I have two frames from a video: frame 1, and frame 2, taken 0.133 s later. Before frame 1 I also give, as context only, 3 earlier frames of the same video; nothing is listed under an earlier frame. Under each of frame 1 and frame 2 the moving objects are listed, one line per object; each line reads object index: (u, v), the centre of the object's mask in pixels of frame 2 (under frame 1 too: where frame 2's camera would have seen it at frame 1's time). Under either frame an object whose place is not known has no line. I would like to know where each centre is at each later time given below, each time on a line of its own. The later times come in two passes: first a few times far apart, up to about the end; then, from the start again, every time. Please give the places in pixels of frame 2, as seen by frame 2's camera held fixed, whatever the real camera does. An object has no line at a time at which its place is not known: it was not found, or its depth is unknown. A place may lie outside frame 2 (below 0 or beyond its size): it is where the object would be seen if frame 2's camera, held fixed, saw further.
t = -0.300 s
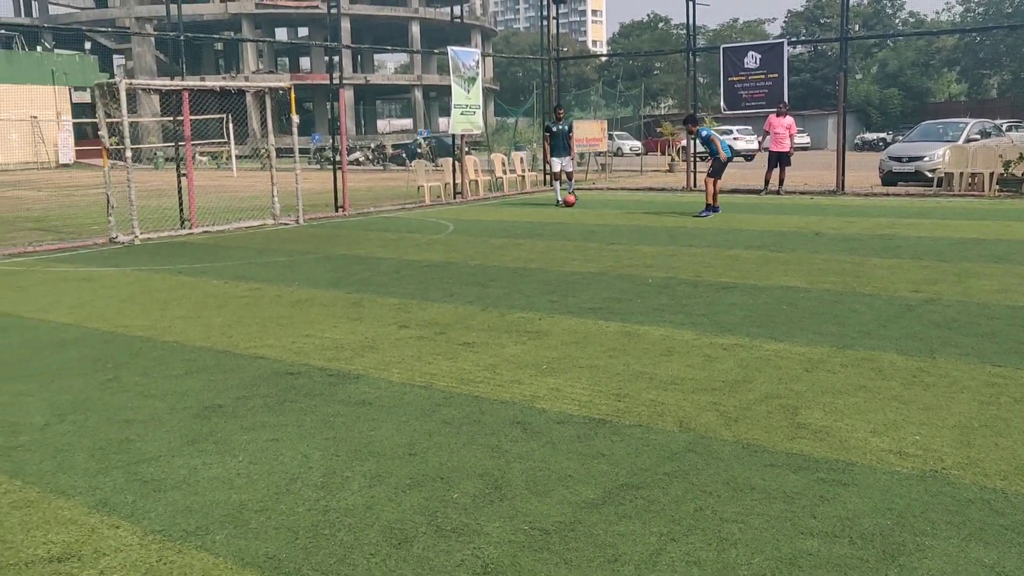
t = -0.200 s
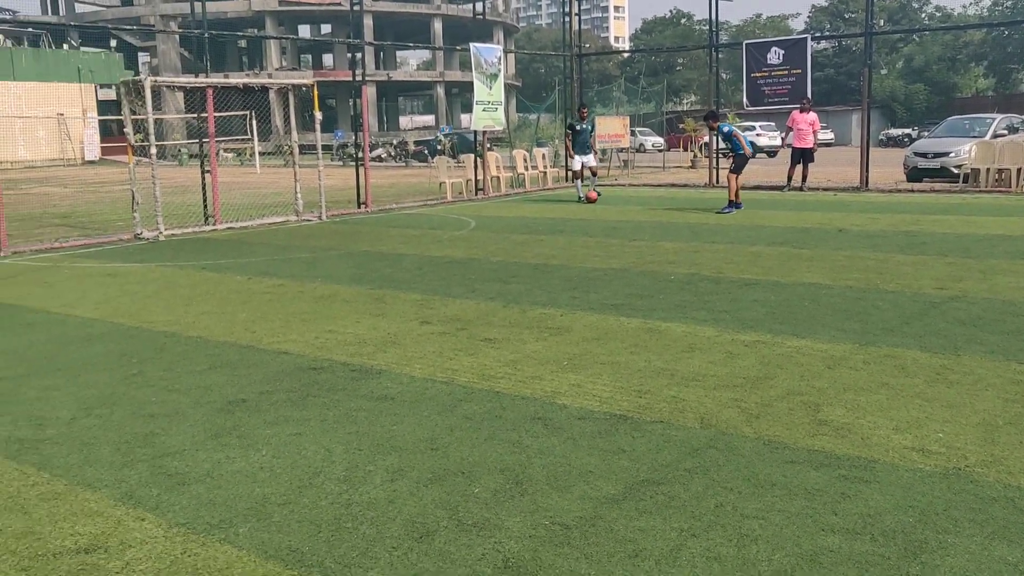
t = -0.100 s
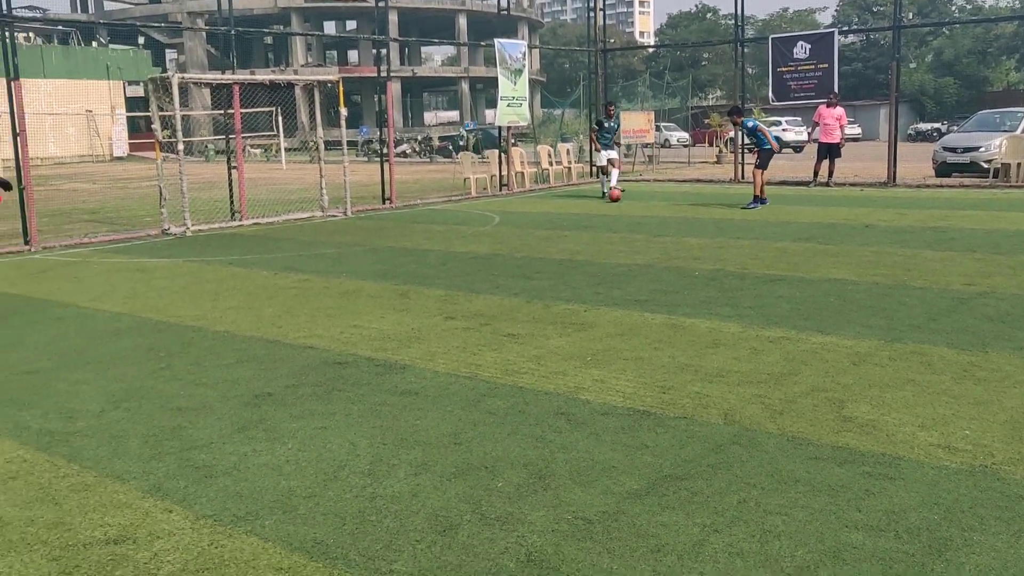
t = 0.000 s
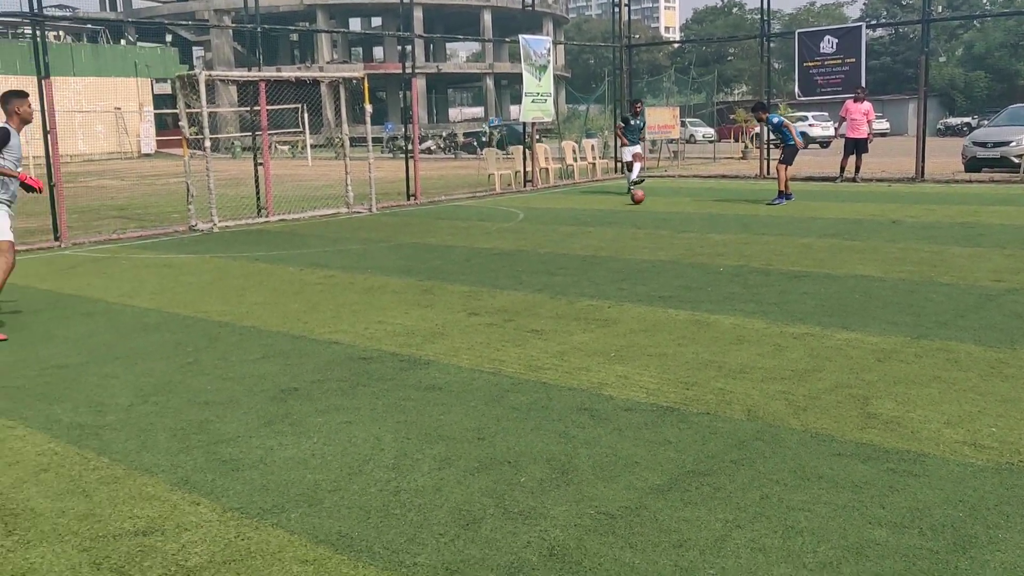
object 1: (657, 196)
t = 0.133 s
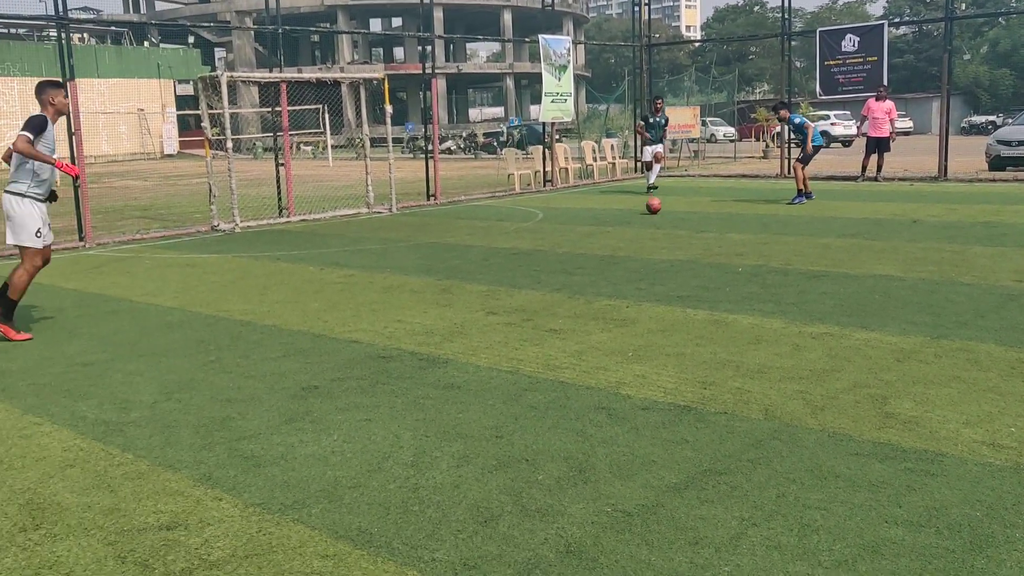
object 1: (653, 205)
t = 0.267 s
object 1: (649, 217)
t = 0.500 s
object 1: (639, 233)
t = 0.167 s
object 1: (652, 207)
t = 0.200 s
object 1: (652, 210)
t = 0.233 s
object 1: (650, 213)
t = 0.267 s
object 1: (649, 217)
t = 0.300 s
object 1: (648, 219)
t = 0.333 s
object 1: (646, 220)
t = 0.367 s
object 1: (645, 223)
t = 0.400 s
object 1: (644, 226)
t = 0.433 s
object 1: (642, 231)
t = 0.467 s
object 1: (640, 233)
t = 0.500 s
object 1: (639, 233)
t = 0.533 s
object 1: (638, 234)
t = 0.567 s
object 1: (636, 236)
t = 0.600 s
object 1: (635, 240)
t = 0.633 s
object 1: (633, 244)
